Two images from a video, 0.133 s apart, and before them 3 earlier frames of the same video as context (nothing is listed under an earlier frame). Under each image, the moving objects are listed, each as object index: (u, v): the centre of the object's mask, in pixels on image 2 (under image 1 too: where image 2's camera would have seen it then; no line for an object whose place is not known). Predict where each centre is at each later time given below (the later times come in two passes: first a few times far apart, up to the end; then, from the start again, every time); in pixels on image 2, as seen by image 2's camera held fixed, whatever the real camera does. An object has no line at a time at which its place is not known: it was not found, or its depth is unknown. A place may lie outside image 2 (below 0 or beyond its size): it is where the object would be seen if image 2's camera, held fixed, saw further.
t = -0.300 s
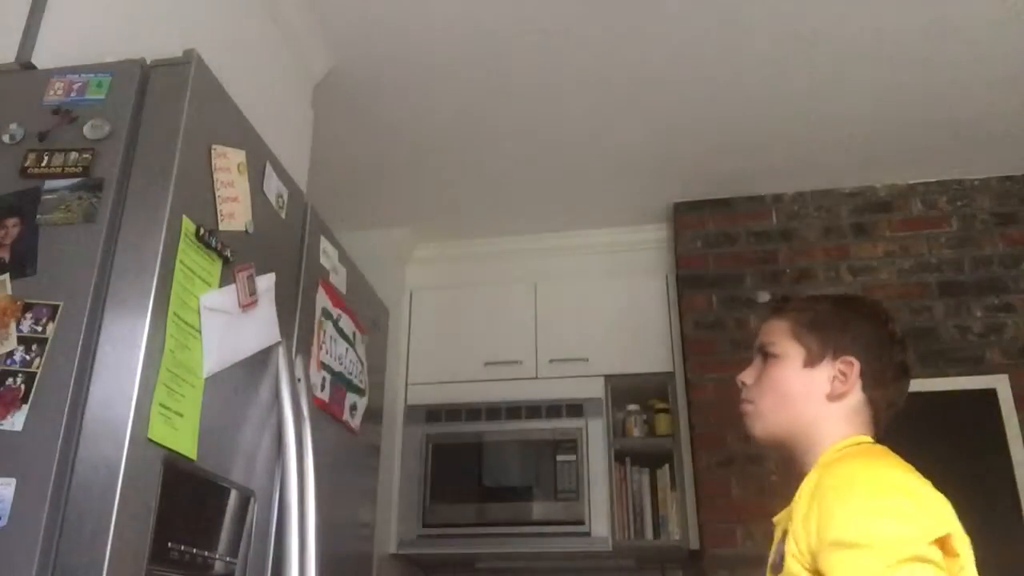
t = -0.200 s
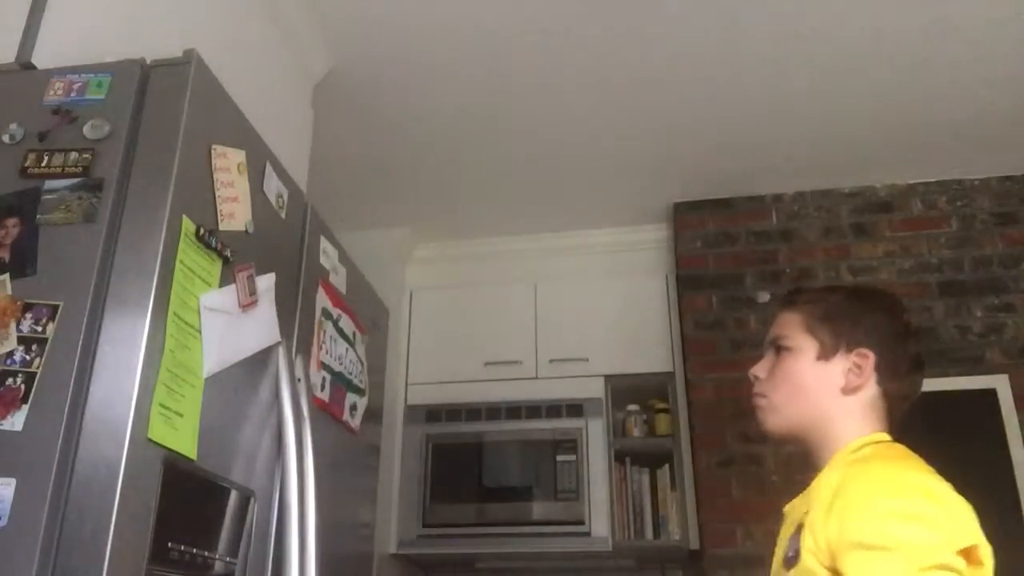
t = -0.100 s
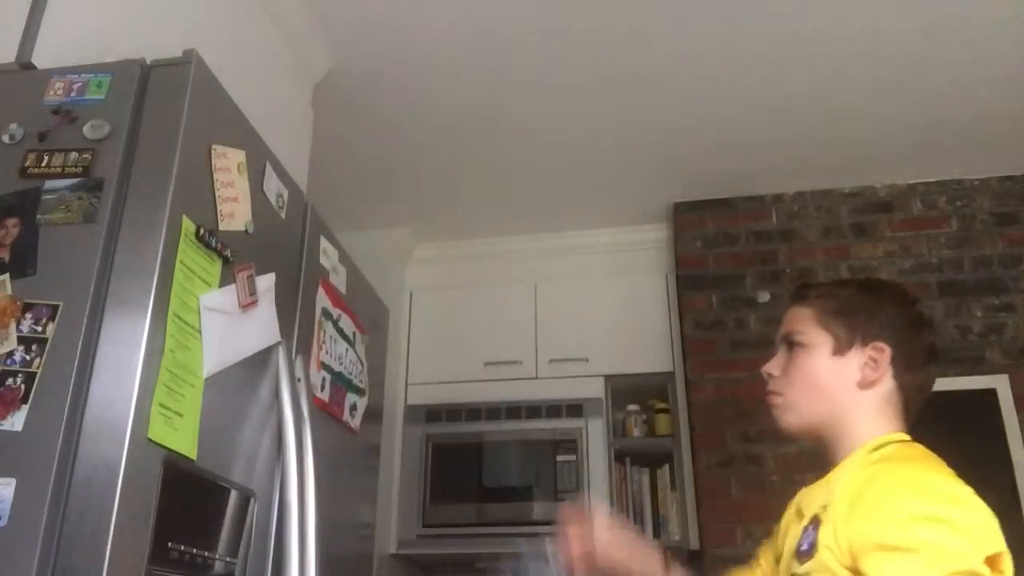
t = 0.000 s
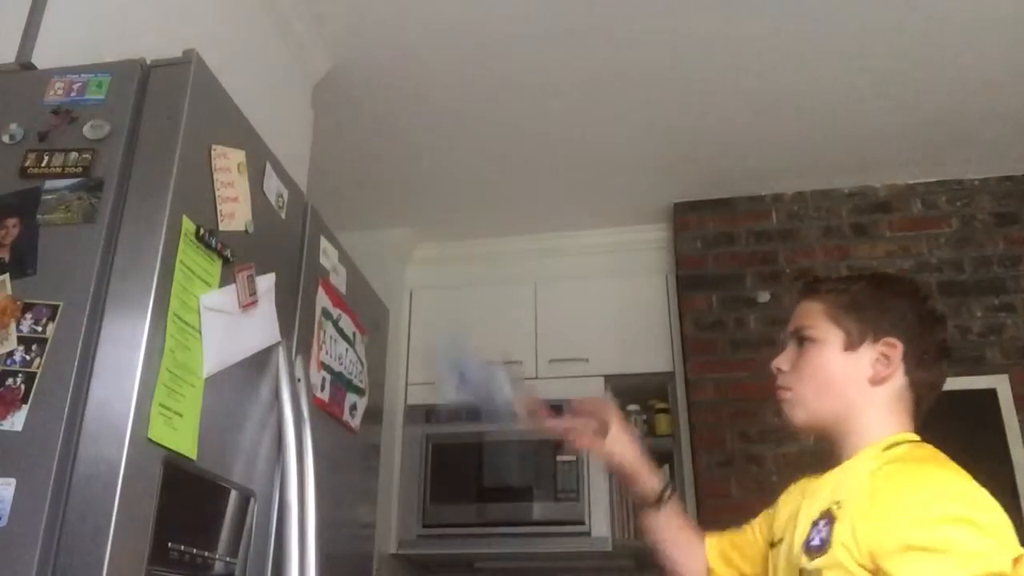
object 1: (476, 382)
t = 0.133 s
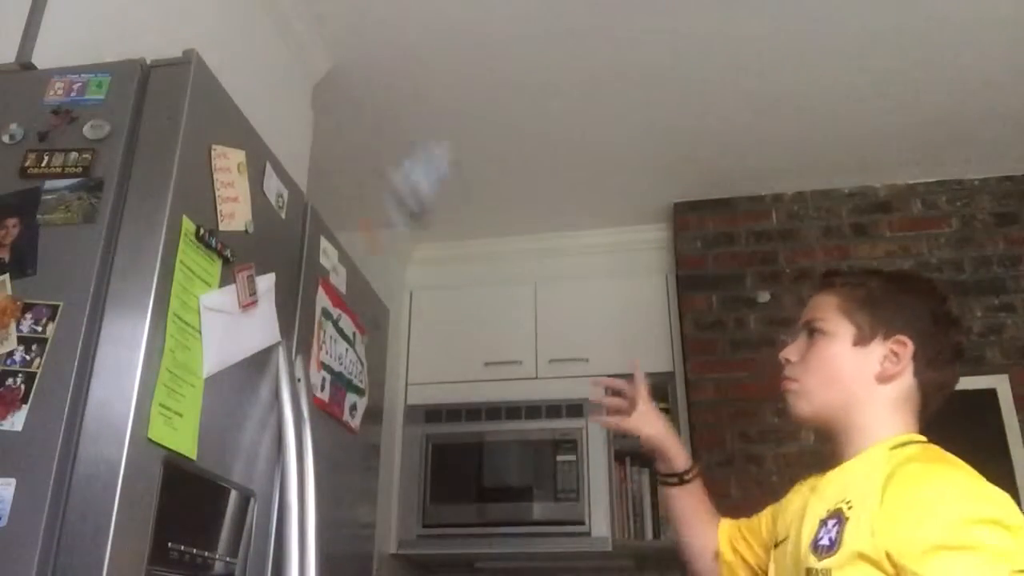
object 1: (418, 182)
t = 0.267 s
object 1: (368, 82)
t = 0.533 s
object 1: (316, 144)
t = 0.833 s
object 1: (313, 166)
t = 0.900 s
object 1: (324, 171)
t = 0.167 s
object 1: (404, 149)
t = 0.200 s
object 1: (370, 126)
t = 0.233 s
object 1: (371, 99)
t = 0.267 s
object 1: (368, 82)
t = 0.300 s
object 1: (365, 71)
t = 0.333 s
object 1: (360, 67)
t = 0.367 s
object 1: (355, 73)
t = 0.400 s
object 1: (348, 76)
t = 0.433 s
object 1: (339, 83)
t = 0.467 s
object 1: (329, 107)
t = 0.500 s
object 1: (319, 127)
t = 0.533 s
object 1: (316, 144)
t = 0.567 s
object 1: (321, 160)
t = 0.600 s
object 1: (317, 159)
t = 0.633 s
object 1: (312, 160)
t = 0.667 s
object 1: (311, 161)
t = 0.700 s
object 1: (312, 162)
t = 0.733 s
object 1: (311, 164)
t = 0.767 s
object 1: (311, 164)
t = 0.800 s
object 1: (311, 165)
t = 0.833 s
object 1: (313, 166)
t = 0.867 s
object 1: (316, 168)
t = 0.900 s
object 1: (324, 171)
